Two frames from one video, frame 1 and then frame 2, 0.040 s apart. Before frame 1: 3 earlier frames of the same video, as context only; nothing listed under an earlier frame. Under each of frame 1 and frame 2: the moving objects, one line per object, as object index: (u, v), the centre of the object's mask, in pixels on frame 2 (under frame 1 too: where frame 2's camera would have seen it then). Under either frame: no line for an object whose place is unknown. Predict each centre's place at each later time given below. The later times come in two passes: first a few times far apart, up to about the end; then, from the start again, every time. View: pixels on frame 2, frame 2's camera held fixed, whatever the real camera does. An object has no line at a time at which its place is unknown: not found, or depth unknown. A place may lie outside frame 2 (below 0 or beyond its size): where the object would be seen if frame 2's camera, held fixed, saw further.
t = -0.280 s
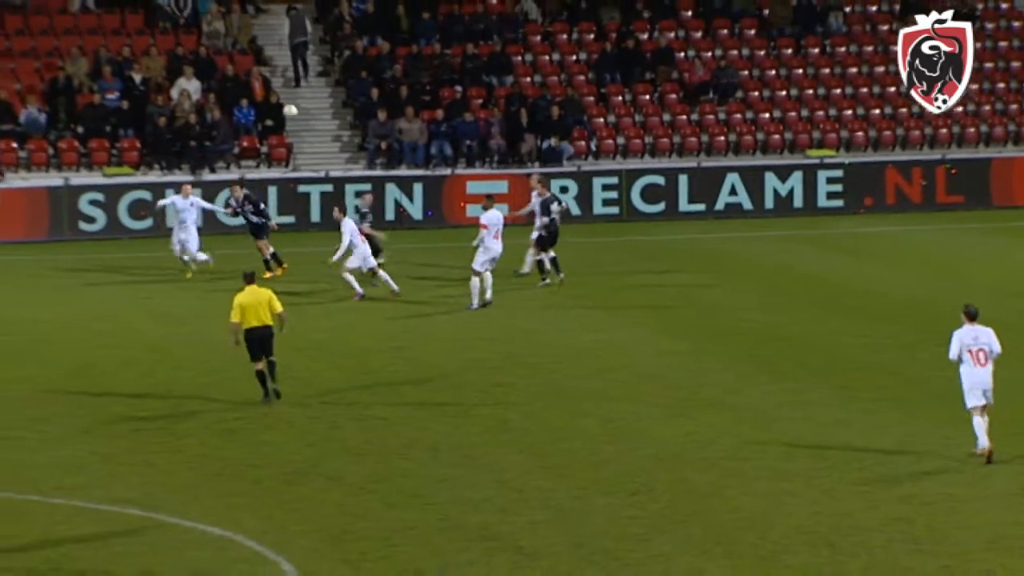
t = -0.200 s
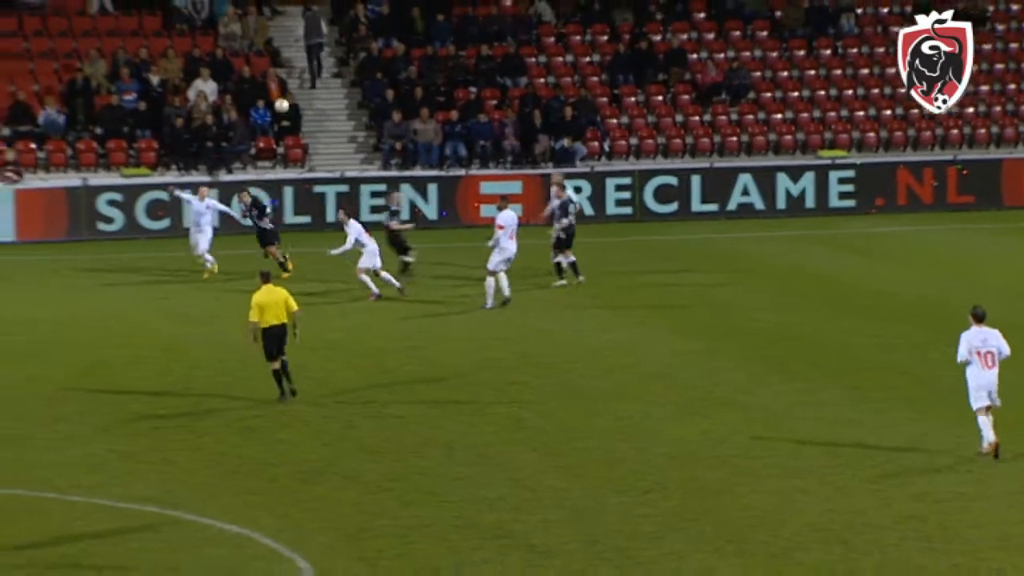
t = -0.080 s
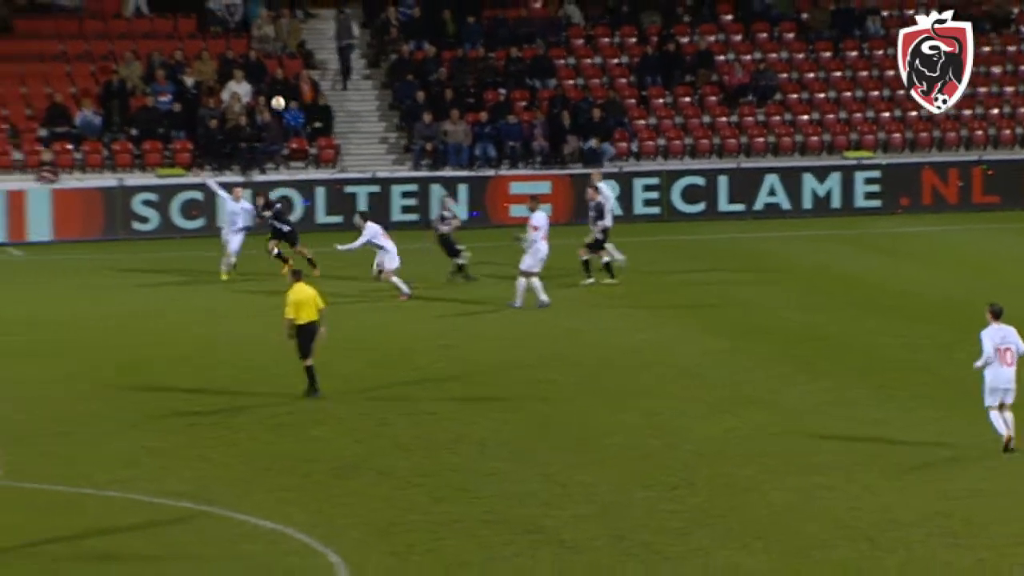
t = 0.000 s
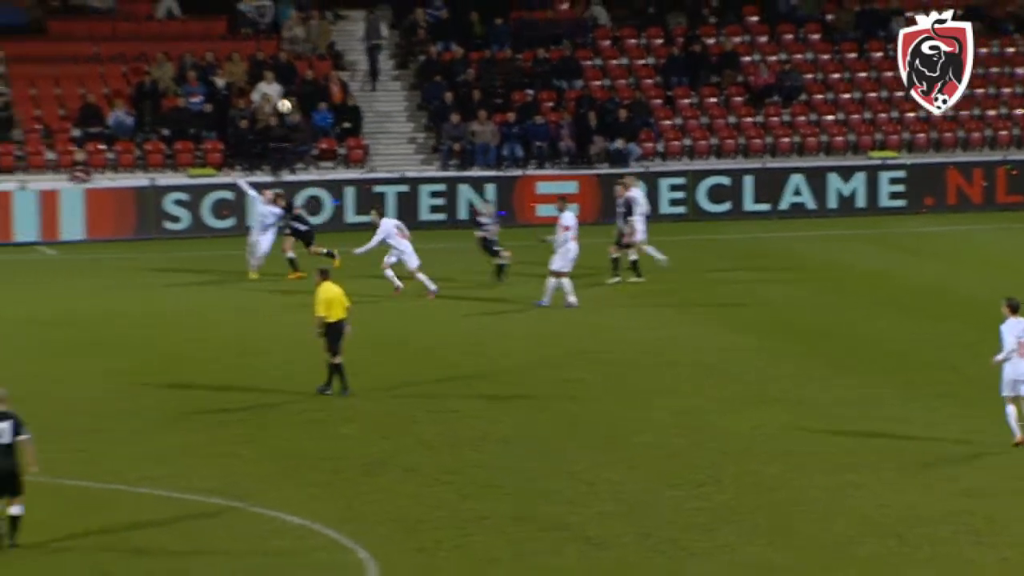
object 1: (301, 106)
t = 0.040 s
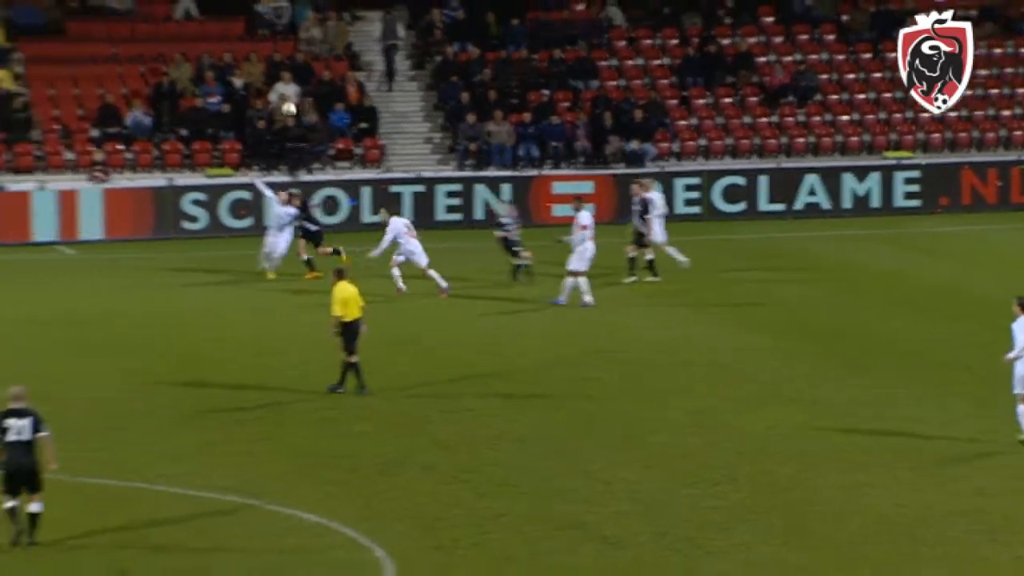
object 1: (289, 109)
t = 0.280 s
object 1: (219, 143)
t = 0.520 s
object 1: (144, 211)
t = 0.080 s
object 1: (277, 113)
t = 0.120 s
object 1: (266, 116)
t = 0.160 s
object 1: (254, 122)
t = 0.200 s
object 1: (242, 128)
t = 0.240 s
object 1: (230, 135)
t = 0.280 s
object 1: (219, 143)
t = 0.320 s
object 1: (207, 152)
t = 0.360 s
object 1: (194, 162)
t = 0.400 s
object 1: (182, 172)
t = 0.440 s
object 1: (170, 185)
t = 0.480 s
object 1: (157, 197)
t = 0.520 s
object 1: (144, 211)
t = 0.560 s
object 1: (132, 225)
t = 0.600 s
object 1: (119, 240)
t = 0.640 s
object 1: (107, 256)
